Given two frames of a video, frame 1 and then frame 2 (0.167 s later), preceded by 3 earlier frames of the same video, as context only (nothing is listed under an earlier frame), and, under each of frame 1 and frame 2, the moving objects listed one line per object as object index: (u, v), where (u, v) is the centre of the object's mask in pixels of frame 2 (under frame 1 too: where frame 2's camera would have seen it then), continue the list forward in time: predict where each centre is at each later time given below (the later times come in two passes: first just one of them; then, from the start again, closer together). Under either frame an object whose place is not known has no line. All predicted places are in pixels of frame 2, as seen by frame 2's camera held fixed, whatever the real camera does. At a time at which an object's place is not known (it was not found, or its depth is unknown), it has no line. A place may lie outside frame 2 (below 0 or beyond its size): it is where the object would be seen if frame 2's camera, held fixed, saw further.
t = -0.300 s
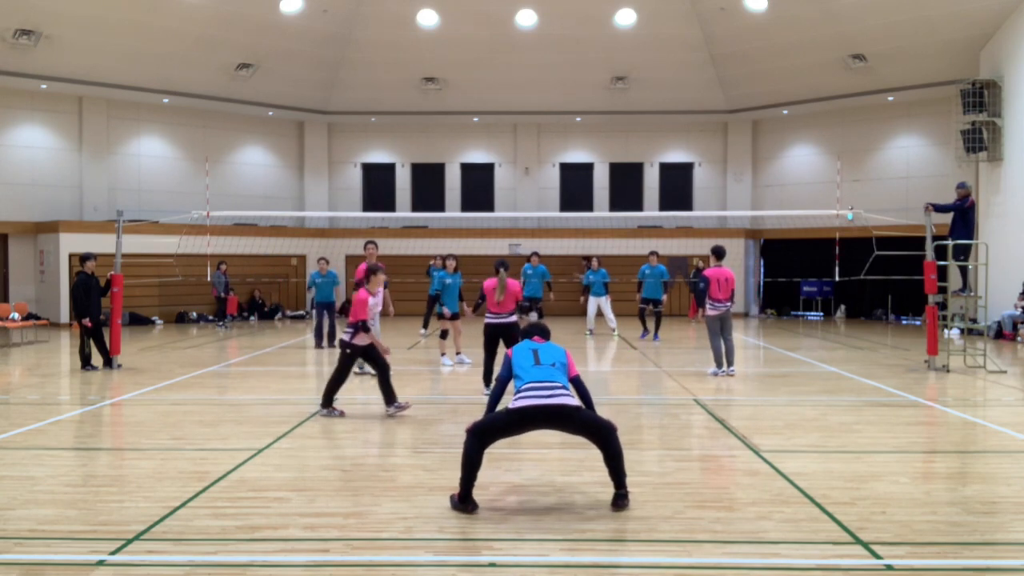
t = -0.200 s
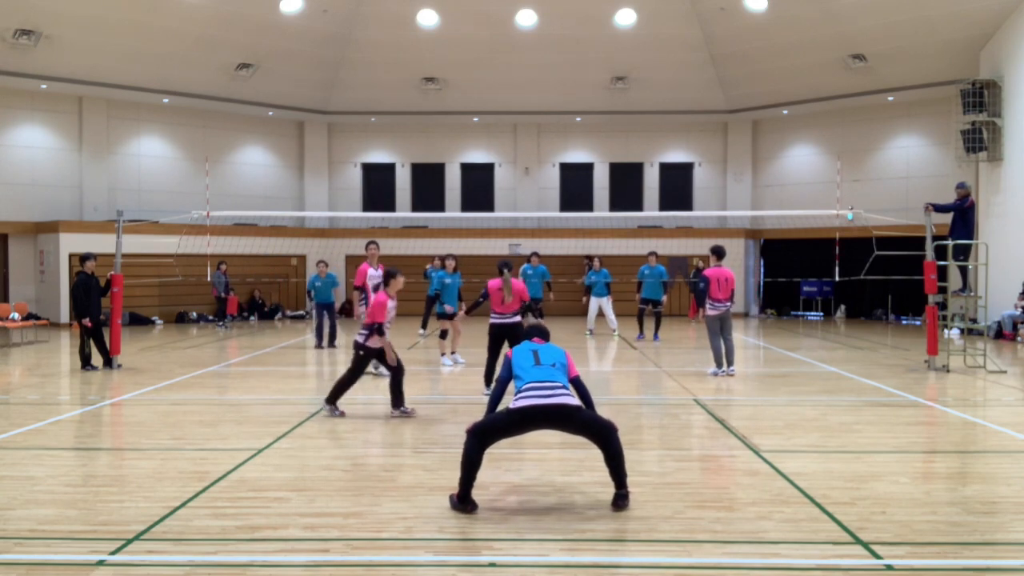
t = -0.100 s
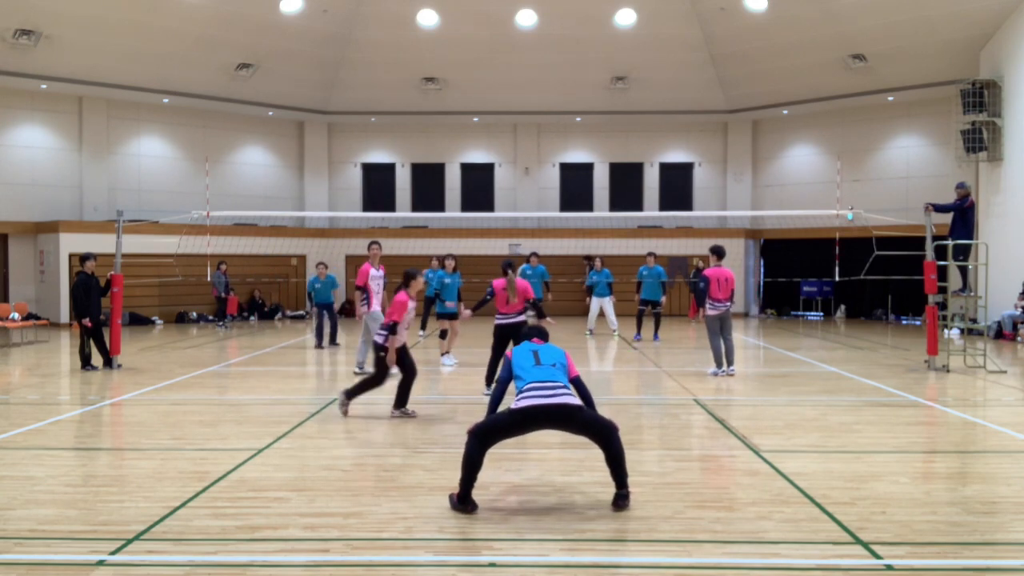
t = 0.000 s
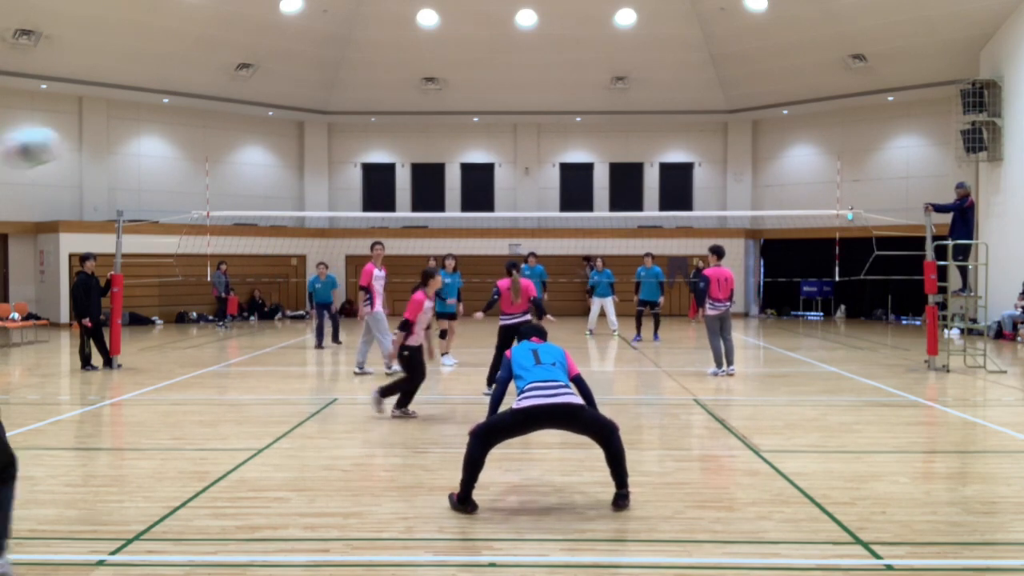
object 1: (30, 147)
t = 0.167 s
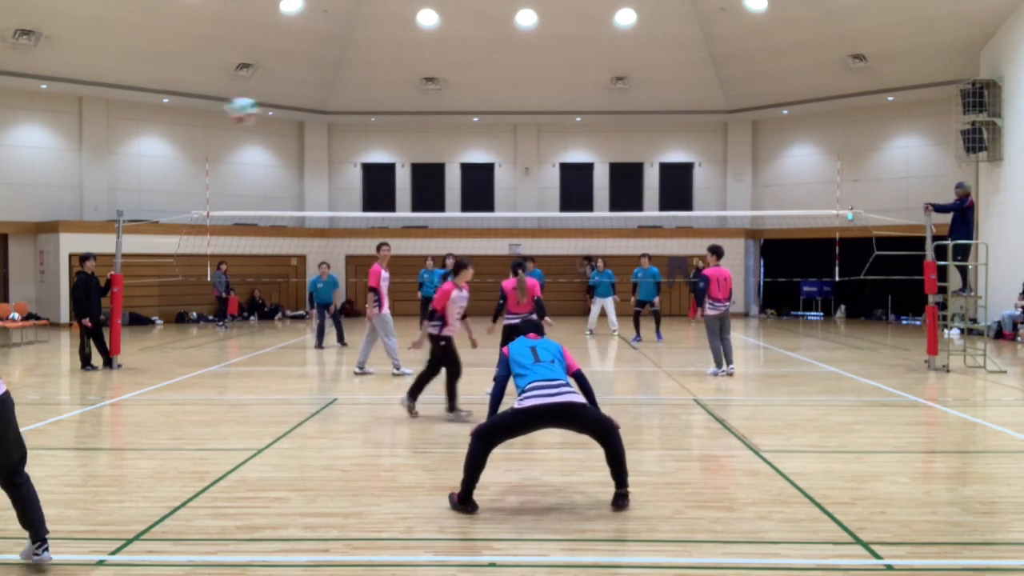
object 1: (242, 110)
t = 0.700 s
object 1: (467, 202)
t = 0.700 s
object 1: (467, 202)
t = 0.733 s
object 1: (472, 207)
